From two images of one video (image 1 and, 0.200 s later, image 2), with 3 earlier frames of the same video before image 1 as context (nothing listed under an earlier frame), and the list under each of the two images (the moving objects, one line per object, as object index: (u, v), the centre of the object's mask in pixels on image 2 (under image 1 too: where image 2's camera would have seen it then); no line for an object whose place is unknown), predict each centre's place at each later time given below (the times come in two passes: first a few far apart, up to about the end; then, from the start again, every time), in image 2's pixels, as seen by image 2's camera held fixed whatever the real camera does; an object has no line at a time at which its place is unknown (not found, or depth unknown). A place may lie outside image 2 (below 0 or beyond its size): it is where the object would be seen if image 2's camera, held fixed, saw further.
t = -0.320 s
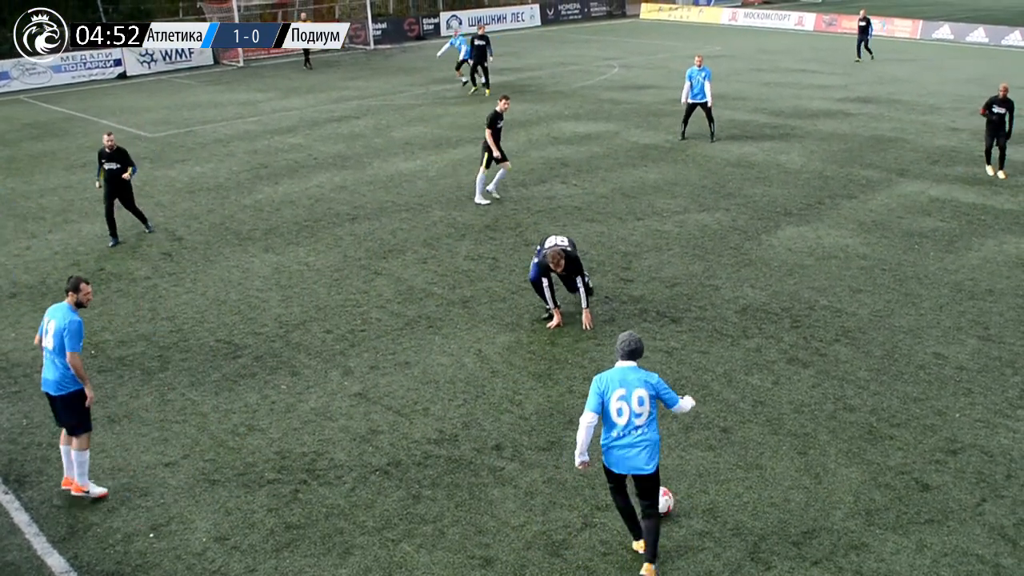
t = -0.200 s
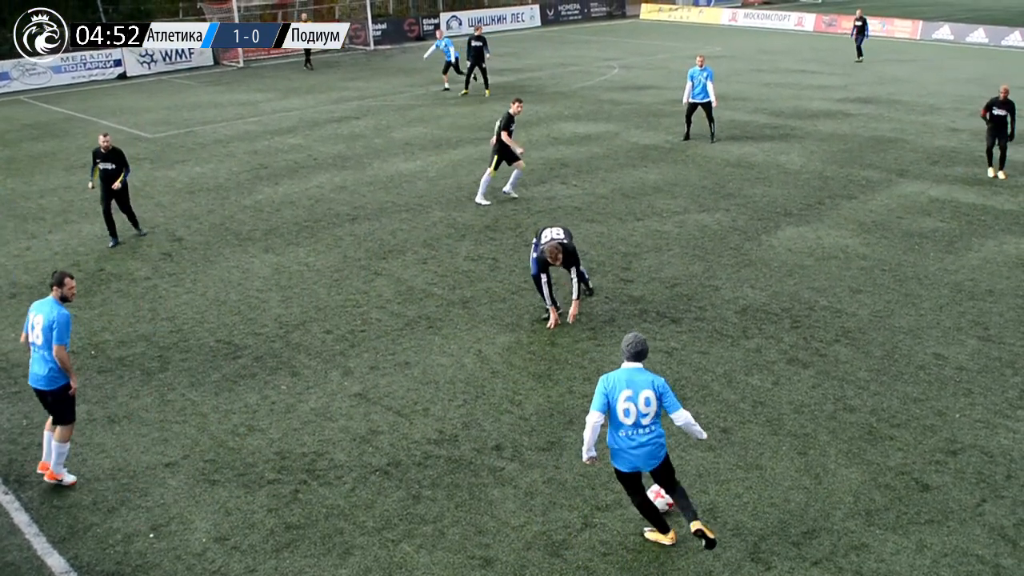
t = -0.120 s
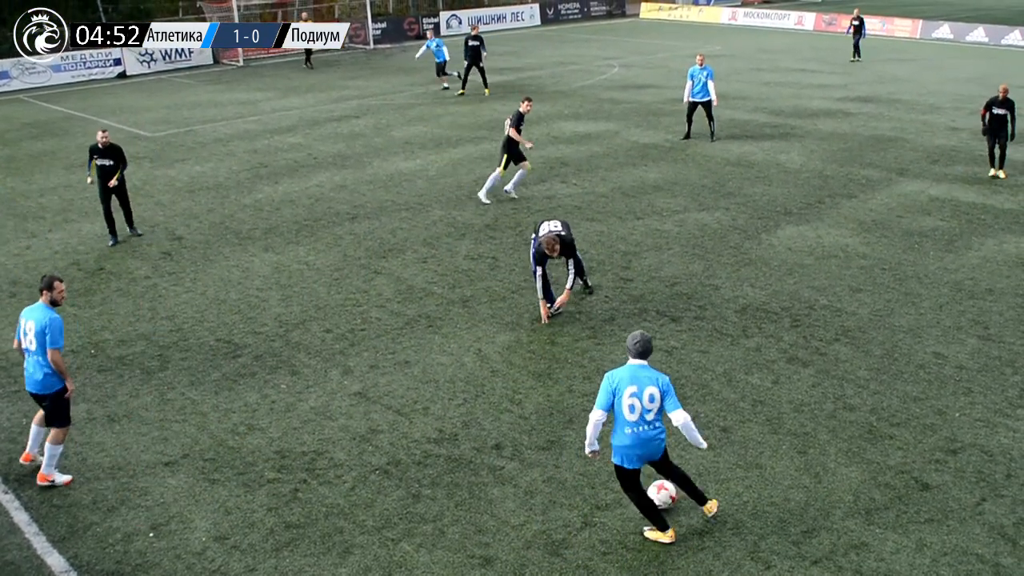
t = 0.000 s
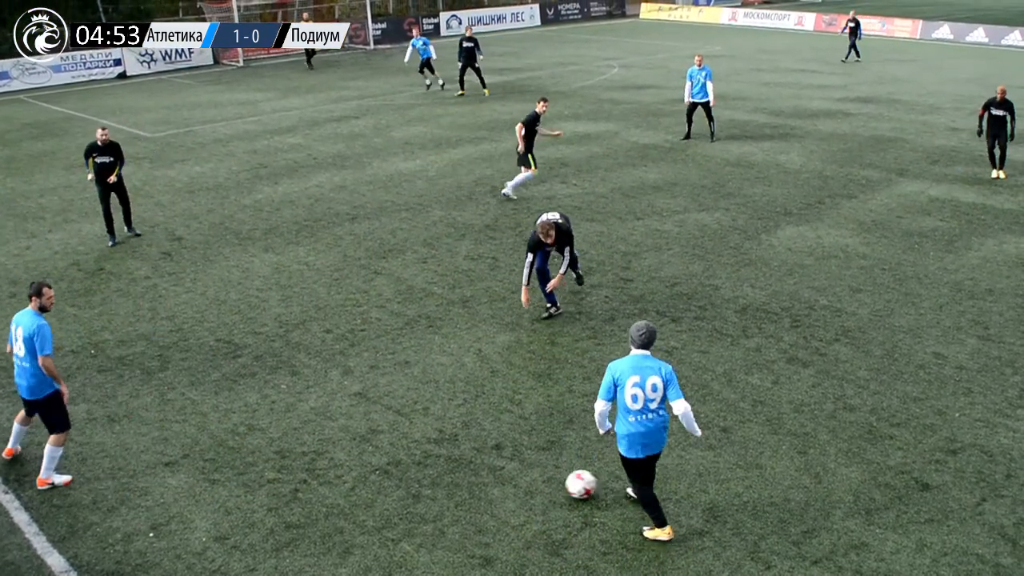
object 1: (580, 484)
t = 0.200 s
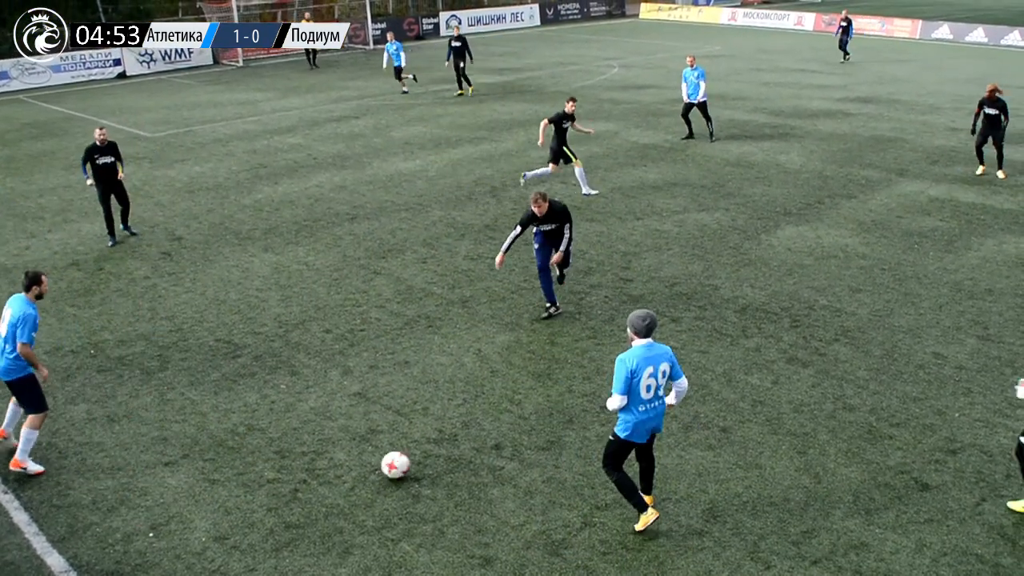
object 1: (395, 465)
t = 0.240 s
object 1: (363, 461)
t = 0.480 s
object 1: (200, 443)
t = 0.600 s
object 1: (137, 435)
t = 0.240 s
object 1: (363, 461)
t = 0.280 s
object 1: (332, 460)
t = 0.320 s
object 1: (303, 456)
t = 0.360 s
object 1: (275, 453)
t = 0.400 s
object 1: (248, 450)
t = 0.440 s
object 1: (224, 447)
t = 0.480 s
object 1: (200, 443)
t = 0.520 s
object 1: (177, 442)
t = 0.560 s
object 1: (156, 438)
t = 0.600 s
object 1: (137, 435)
